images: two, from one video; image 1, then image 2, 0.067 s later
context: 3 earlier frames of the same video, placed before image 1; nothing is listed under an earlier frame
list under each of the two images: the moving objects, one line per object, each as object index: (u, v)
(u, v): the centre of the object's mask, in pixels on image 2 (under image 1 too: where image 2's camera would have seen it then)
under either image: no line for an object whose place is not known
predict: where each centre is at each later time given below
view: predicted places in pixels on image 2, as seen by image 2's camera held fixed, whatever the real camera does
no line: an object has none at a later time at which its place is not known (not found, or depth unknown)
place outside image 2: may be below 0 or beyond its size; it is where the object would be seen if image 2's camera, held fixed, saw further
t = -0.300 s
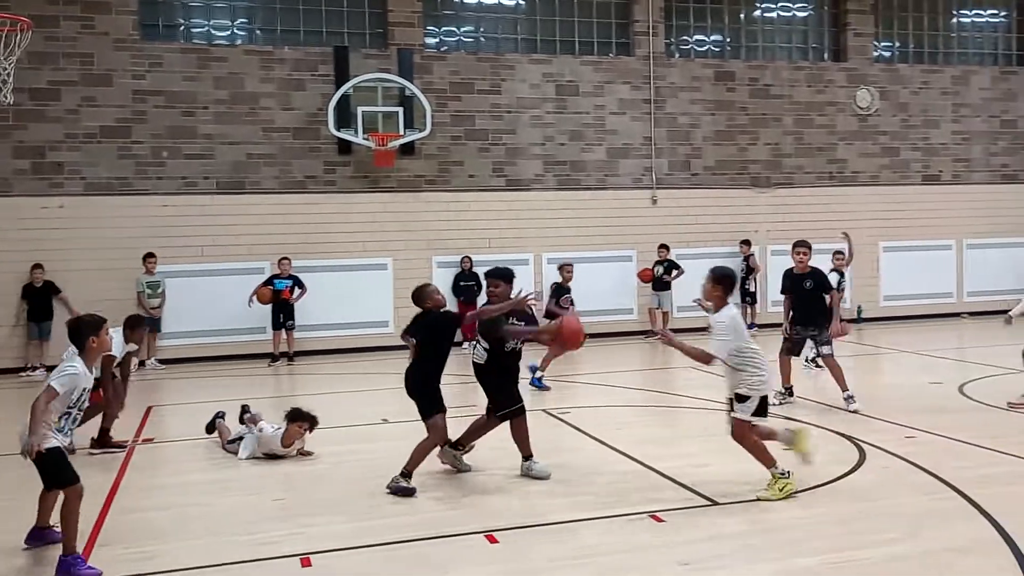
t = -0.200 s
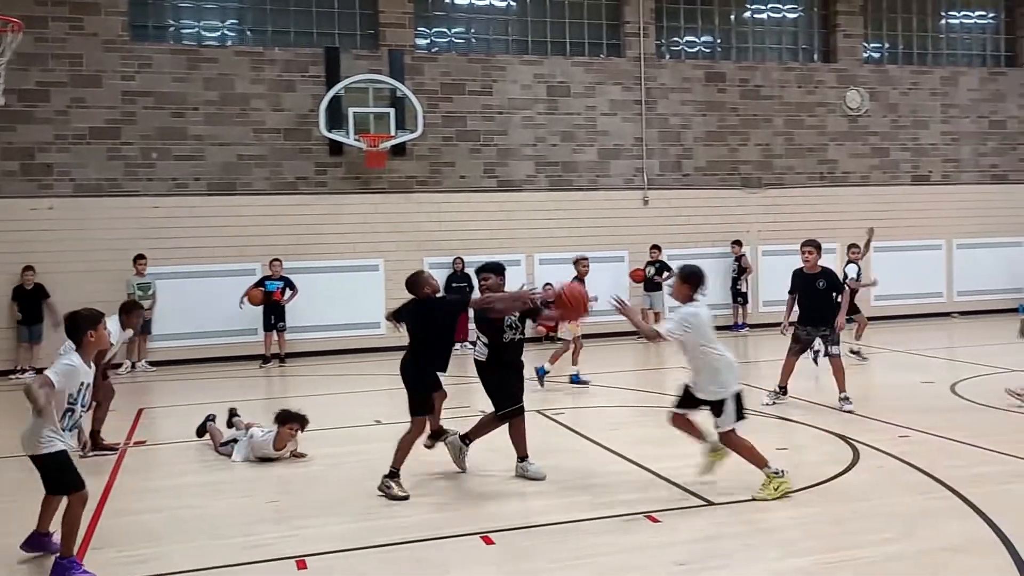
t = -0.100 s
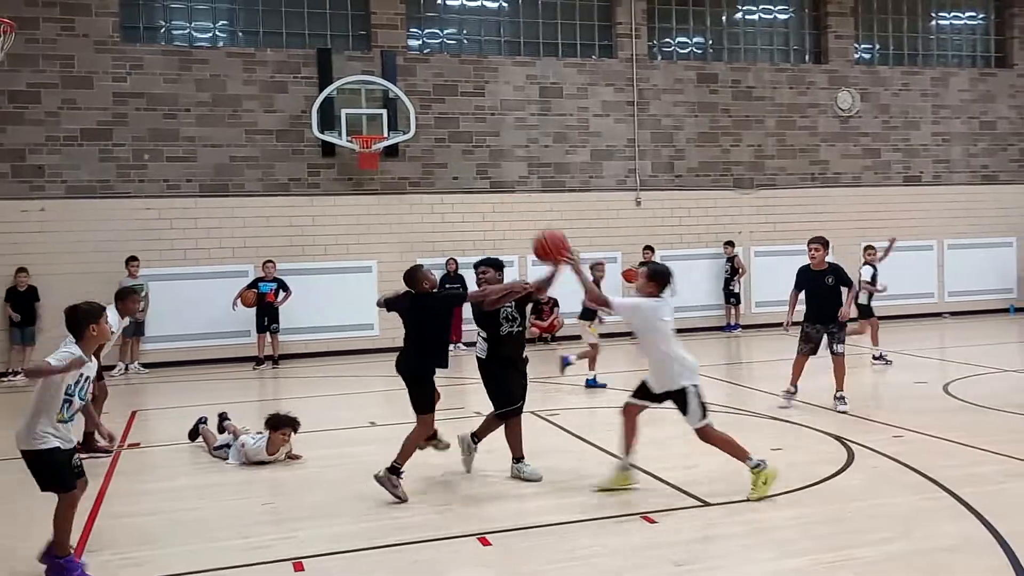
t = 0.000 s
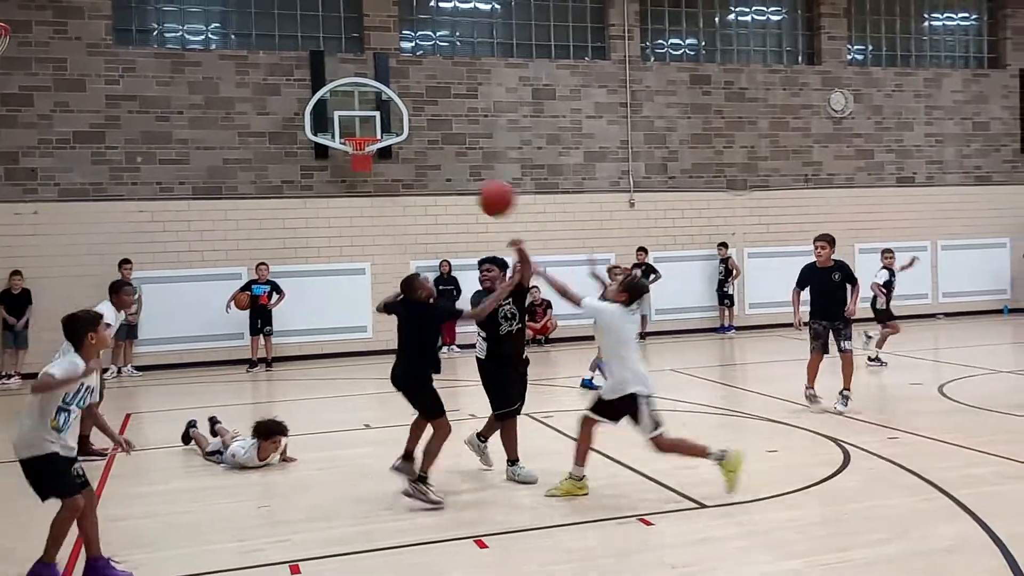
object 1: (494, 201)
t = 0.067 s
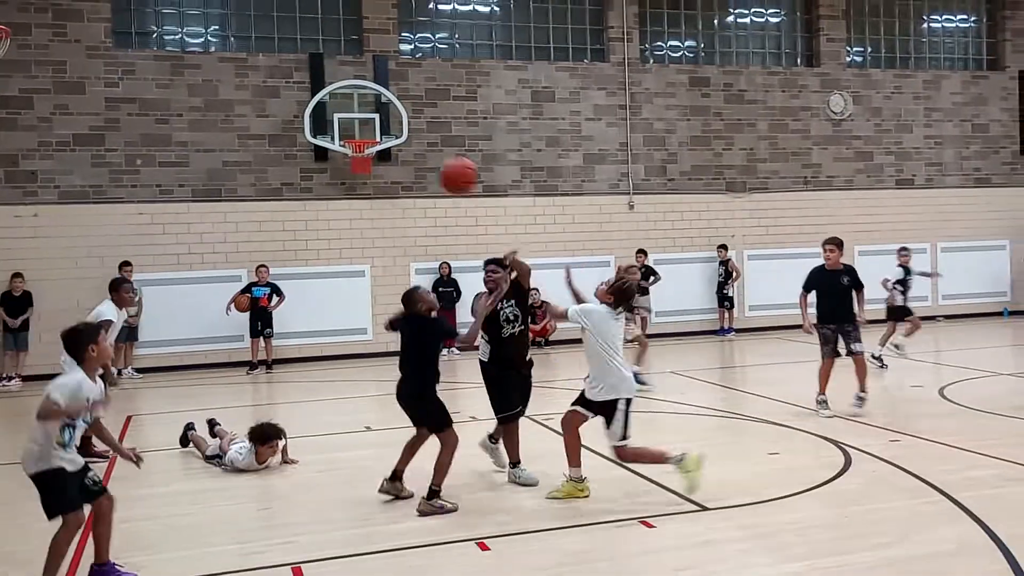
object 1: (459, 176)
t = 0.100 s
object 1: (440, 166)
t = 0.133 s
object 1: (419, 157)
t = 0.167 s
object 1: (399, 150)
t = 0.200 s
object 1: (377, 146)
